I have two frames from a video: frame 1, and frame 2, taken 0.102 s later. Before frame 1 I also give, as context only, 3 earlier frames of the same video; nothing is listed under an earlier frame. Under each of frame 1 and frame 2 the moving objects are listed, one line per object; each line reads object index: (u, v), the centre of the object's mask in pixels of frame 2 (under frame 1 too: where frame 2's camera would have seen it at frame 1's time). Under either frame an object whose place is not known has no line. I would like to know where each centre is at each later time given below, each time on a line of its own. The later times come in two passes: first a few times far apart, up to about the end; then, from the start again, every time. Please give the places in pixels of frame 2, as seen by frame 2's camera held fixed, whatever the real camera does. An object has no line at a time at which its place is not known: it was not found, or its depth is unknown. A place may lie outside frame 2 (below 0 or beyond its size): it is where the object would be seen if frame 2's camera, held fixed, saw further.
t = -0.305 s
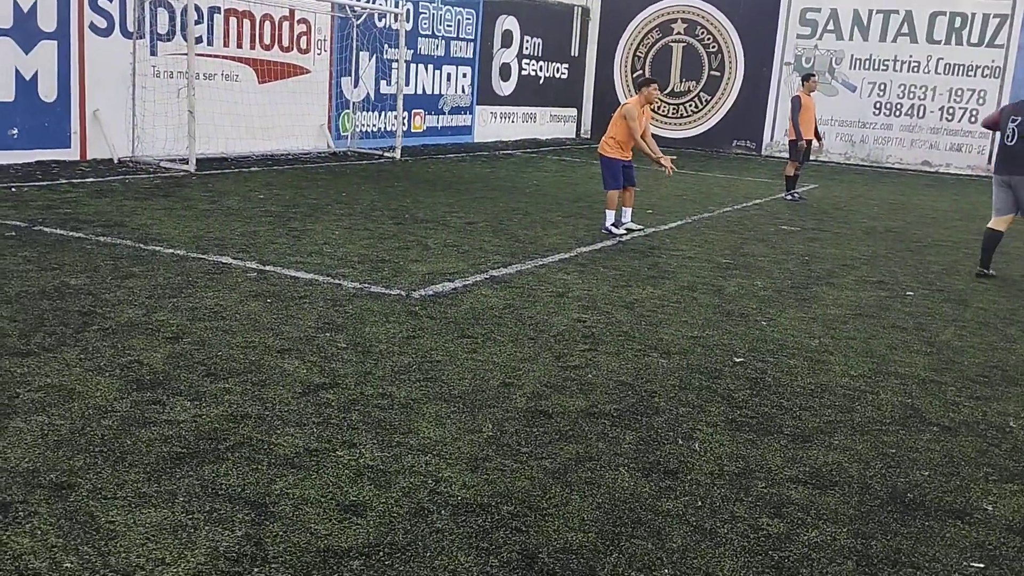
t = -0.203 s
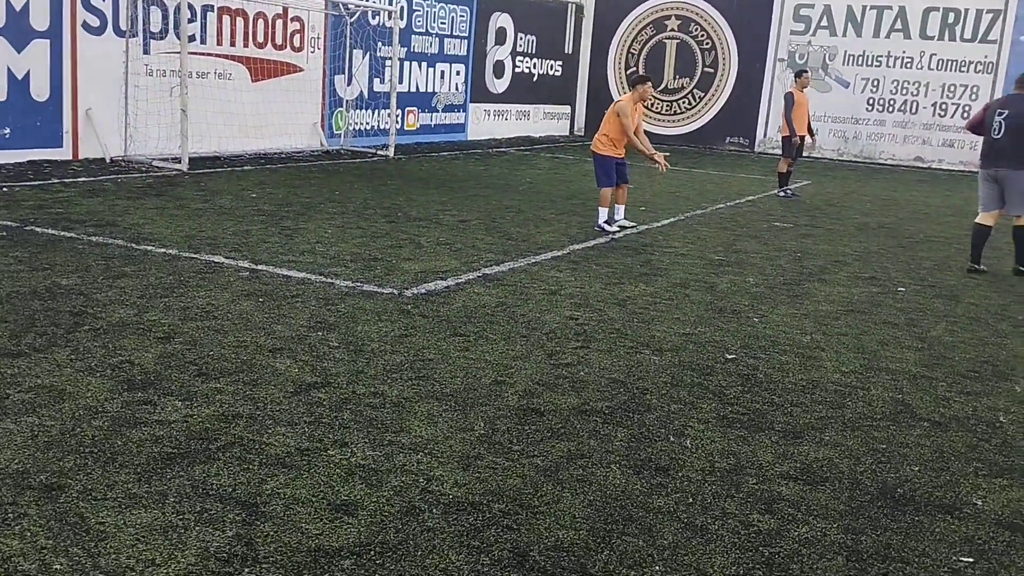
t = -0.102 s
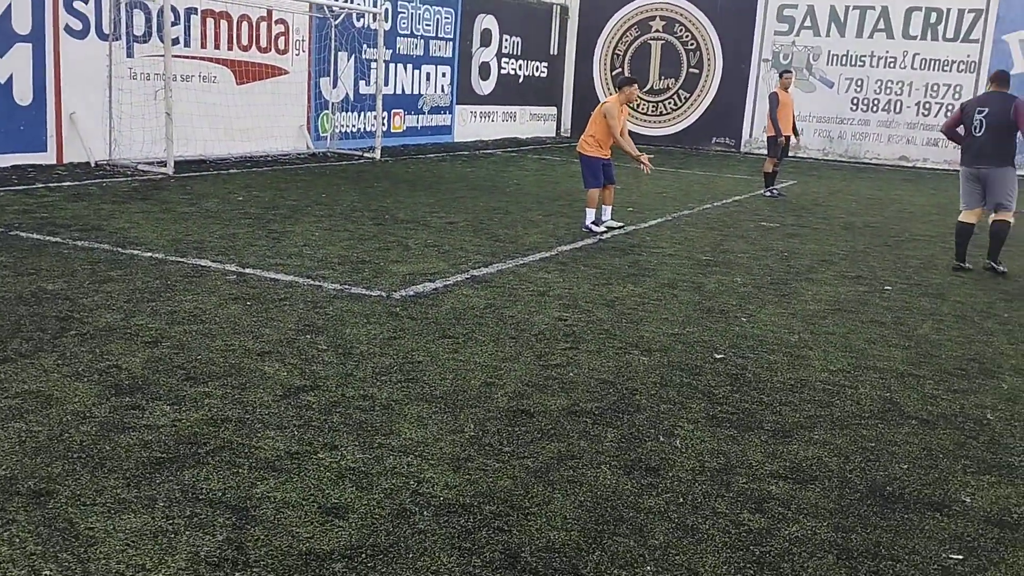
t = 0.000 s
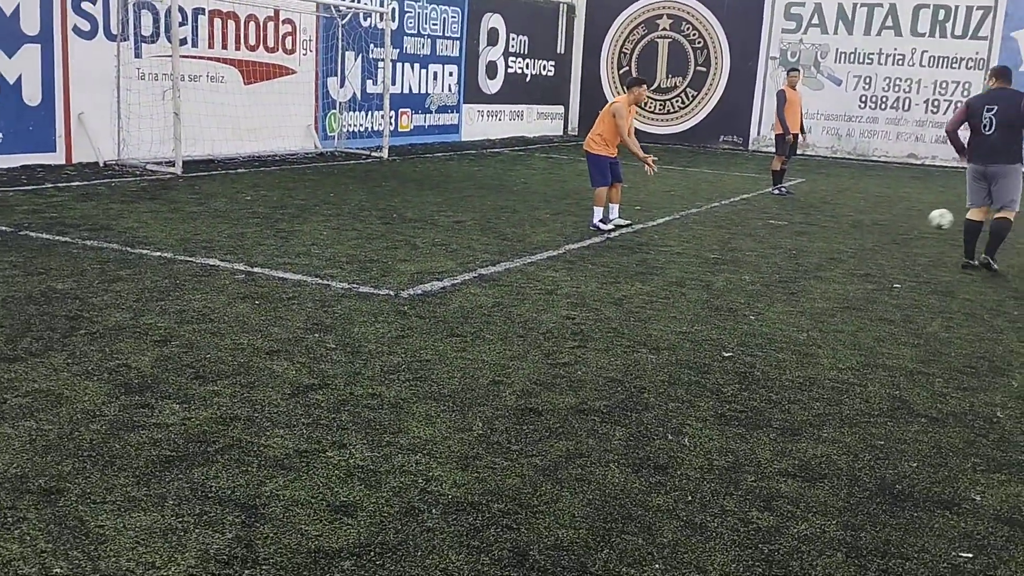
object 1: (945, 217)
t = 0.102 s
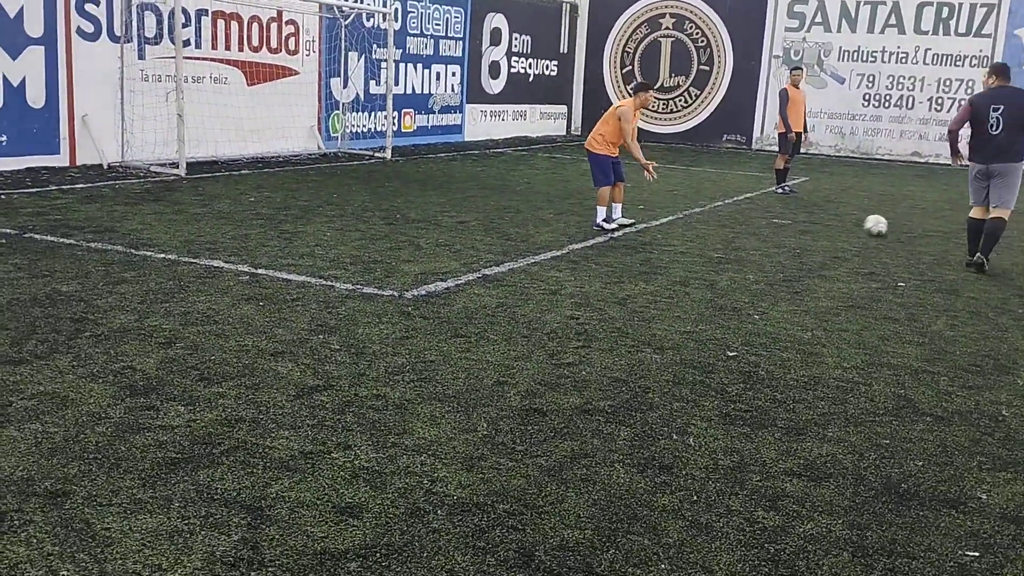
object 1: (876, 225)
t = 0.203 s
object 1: (820, 221)
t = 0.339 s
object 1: (745, 221)
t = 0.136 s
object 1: (857, 223)
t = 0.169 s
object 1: (838, 221)
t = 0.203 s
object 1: (820, 221)
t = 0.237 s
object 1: (801, 221)
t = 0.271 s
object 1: (781, 224)
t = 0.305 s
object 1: (763, 223)
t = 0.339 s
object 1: (745, 221)
